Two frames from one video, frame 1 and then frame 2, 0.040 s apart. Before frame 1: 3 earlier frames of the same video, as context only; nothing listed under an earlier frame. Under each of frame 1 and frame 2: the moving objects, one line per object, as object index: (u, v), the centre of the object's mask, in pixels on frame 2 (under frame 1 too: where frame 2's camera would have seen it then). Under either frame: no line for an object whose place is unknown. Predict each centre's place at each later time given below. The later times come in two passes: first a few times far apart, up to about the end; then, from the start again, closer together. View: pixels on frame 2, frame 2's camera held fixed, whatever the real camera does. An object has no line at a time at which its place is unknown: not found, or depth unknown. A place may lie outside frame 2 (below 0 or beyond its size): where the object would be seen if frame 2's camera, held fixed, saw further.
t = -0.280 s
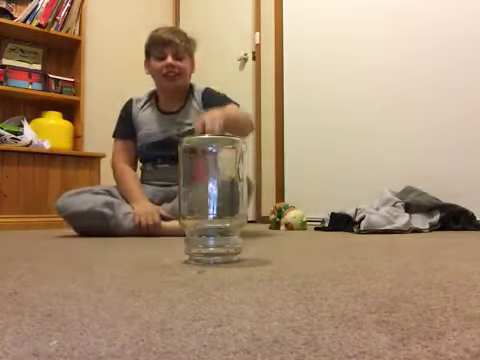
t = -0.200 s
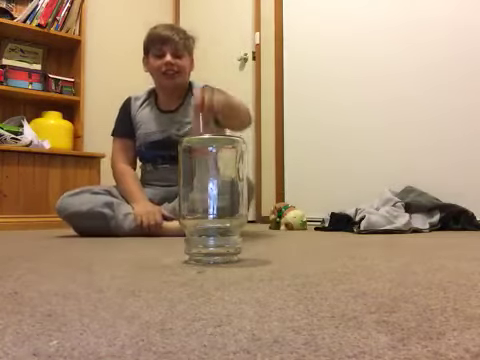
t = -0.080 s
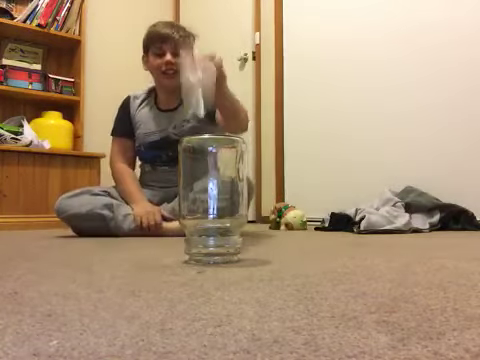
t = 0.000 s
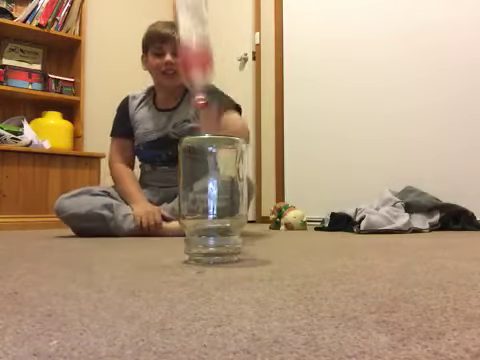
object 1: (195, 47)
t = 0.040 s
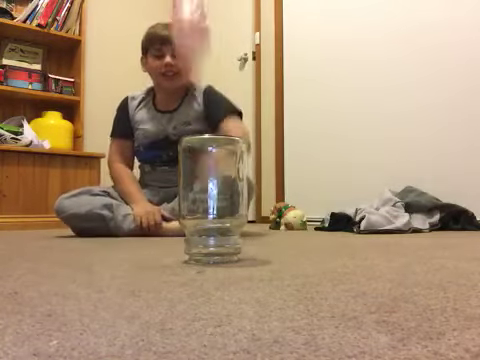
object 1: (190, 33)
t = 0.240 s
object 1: (178, 39)
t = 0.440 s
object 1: (149, 196)
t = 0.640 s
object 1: (121, 192)
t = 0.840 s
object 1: (66, 248)
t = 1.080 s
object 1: (65, 262)
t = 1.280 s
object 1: (66, 262)
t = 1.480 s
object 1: (66, 262)
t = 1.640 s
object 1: (66, 262)
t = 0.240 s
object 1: (178, 39)
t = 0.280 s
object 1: (172, 55)
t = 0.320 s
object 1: (167, 88)
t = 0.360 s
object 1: (162, 127)
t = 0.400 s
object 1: (154, 195)
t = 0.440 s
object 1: (149, 196)
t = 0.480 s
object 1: (142, 194)
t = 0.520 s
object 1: (138, 193)
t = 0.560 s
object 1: (132, 191)
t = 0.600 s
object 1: (127, 192)
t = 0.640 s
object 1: (121, 192)
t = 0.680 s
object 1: (115, 194)
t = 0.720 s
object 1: (108, 199)
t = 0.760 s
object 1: (104, 217)
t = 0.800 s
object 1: (92, 227)
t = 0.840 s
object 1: (66, 248)
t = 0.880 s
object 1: (66, 260)
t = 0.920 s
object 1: (65, 259)
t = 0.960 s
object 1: (65, 262)
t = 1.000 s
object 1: (65, 262)
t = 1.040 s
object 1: (66, 262)
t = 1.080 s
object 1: (65, 262)
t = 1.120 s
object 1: (65, 262)
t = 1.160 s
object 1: (65, 262)
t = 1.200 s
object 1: (65, 262)
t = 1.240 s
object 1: (66, 262)
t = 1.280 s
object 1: (66, 262)
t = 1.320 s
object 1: (66, 262)
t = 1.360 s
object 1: (65, 262)
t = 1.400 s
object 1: (65, 262)
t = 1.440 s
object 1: (65, 262)
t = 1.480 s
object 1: (66, 262)
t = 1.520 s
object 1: (66, 262)
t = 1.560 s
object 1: (66, 262)
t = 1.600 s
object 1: (66, 262)
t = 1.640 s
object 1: (66, 262)
